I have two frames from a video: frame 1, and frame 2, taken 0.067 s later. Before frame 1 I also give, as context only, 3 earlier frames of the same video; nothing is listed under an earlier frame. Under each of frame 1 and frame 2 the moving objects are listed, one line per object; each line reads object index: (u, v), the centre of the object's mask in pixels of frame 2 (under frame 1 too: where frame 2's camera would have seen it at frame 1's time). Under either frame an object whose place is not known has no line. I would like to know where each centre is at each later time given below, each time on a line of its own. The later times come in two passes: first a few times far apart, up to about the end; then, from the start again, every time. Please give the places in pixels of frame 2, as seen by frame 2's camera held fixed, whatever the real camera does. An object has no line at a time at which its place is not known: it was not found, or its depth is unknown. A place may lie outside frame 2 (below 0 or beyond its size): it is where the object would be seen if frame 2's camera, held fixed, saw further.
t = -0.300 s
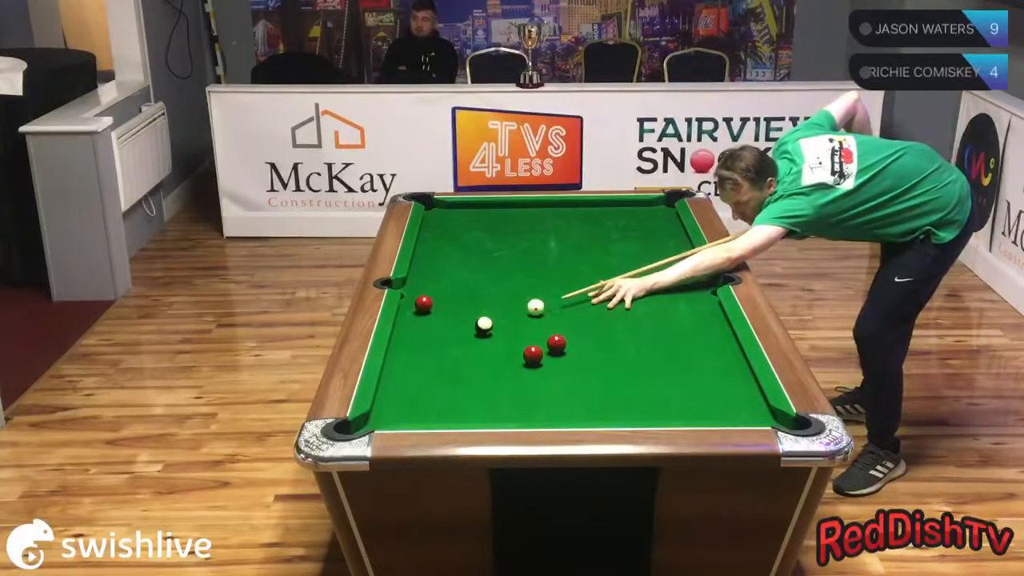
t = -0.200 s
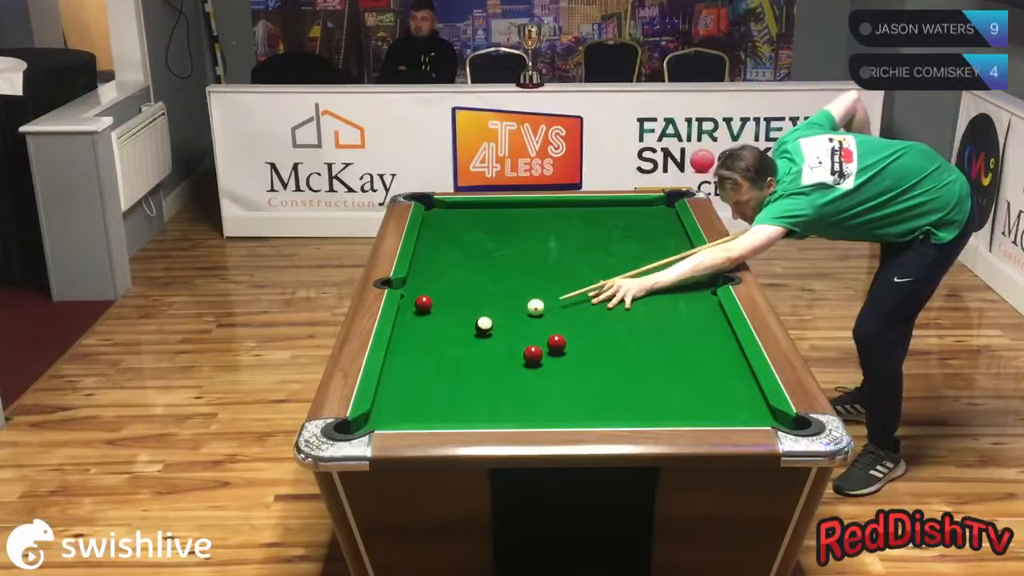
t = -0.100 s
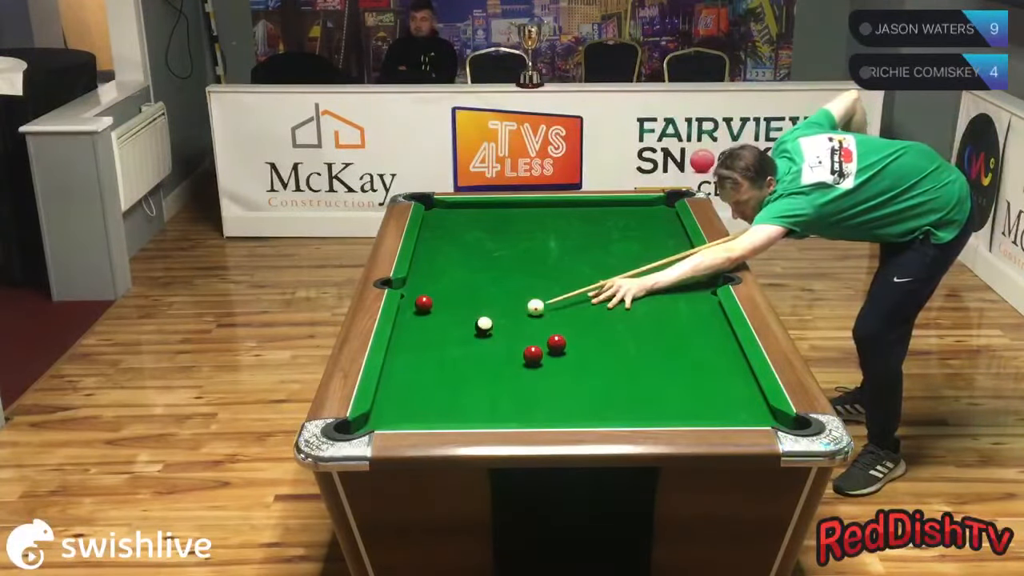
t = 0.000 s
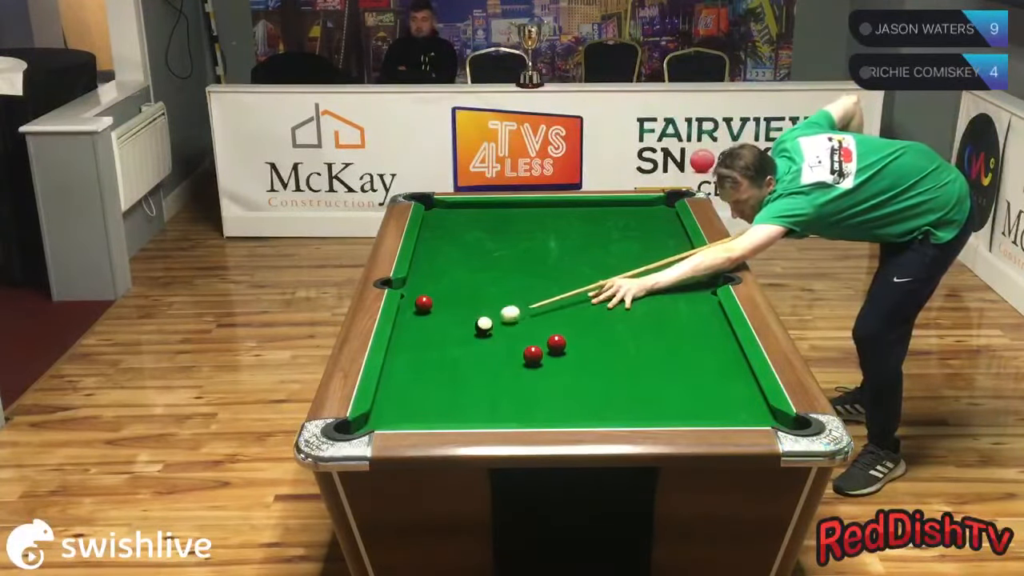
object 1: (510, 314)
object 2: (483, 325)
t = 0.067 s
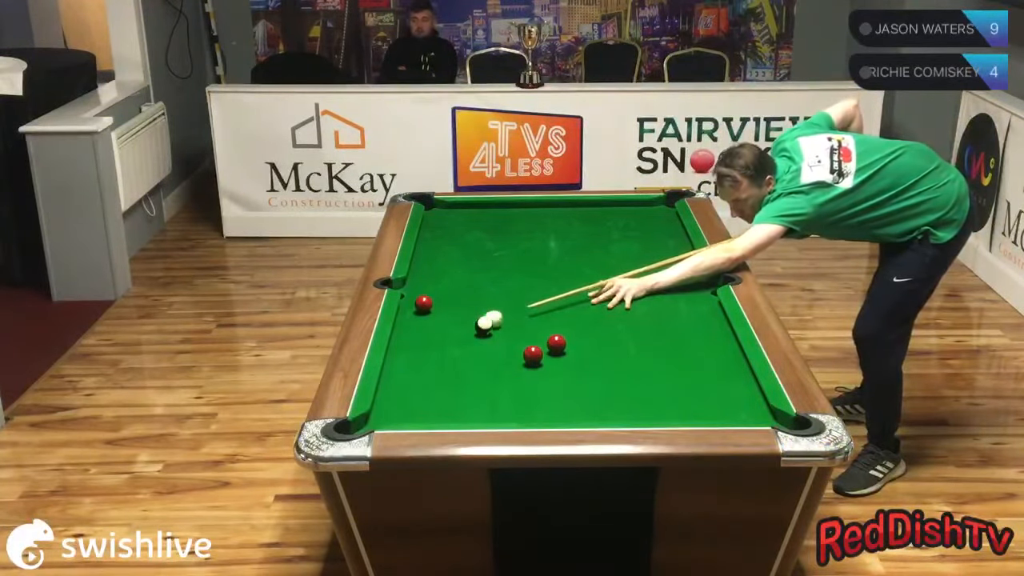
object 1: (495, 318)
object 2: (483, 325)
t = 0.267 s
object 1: (457, 318)
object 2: (472, 337)
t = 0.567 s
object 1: (406, 318)
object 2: (455, 353)
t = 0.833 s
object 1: (429, 317)
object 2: (441, 368)
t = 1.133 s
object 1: (458, 315)
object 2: (426, 385)
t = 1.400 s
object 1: (480, 314)
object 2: (412, 397)
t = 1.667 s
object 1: (501, 313)
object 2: (398, 412)
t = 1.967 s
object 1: (521, 312)
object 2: (384, 421)
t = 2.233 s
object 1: (537, 310)
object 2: (363, 424)
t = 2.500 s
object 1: (551, 310)
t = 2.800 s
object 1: (563, 309)
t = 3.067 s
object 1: (572, 308)
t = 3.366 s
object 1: (579, 308)
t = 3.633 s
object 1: (582, 308)
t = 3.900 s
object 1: (583, 307)
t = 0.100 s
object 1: (488, 317)
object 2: (481, 328)
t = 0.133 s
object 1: (481, 316)
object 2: (479, 330)
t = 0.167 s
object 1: (474, 317)
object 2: (477, 332)
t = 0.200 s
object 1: (468, 318)
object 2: (476, 334)
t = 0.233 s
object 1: (462, 318)
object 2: (475, 336)
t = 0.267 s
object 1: (457, 318)
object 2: (472, 337)
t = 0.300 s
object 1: (451, 319)
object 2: (470, 338)
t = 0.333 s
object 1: (445, 319)
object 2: (468, 340)
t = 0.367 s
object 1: (440, 319)
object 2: (466, 343)
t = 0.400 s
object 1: (434, 319)
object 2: (465, 345)
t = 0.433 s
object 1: (428, 319)
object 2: (464, 346)
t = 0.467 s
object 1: (423, 319)
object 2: (462, 348)
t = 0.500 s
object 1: (417, 319)
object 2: (460, 350)
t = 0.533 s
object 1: (412, 318)
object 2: (458, 351)
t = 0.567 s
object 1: (406, 318)
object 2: (455, 353)
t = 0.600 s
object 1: (404, 318)
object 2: (454, 356)
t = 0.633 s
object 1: (408, 318)
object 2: (452, 358)
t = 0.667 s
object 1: (412, 318)
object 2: (451, 359)
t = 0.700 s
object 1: (415, 318)
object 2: (448, 360)
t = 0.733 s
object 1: (419, 318)
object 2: (446, 362)
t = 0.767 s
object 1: (422, 317)
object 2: (445, 364)
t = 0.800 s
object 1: (426, 317)
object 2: (443, 366)
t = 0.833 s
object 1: (429, 317)
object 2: (441, 368)
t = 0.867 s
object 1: (433, 317)
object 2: (440, 370)
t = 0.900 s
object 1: (436, 316)
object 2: (438, 372)
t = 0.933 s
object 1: (439, 316)
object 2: (436, 374)
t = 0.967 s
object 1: (442, 316)
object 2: (434, 376)
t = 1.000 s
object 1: (445, 316)
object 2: (432, 377)
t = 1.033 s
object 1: (448, 316)
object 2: (430, 379)
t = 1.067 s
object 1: (451, 316)
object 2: (429, 381)
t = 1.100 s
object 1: (454, 316)
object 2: (427, 383)
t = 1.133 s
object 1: (458, 315)
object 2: (426, 385)
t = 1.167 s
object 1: (461, 315)
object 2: (424, 387)
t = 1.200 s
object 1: (463, 315)
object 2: (422, 387)
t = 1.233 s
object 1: (466, 315)
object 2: (420, 389)
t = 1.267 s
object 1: (469, 314)
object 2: (418, 391)
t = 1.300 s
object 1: (472, 314)
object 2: (416, 393)
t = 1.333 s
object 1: (475, 314)
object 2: (415, 395)
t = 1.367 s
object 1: (478, 314)
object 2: (413, 397)
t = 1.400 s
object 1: (480, 314)
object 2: (412, 397)
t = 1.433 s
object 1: (483, 314)
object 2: (410, 400)
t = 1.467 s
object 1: (486, 314)
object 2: (408, 401)
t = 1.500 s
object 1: (488, 313)
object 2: (406, 403)
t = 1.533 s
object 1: (491, 313)
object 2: (405, 404)
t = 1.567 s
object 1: (493, 313)
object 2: (403, 406)
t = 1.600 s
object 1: (496, 313)
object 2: (401, 409)
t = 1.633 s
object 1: (499, 313)
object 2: (400, 411)
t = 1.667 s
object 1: (501, 313)
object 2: (398, 412)
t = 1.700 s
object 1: (503, 313)
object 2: (396, 413)
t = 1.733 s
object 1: (505, 313)
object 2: (394, 413)
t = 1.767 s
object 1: (508, 312)
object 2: (393, 414)
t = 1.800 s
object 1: (510, 312)
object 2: (391, 415)
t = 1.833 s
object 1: (512, 312)
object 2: (390, 417)
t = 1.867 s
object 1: (515, 312)
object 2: (388, 418)
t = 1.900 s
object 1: (517, 312)
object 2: (386, 419)
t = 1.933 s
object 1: (519, 312)
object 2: (384, 420)
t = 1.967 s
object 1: (521, 312)
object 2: (384, 421)
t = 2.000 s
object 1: (523, 311)
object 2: (381, 421)
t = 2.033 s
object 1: (525, 311)
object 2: (378, 422)
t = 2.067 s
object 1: (527, 311)
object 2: (376, 422)
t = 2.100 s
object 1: (529, 311)
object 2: (374, 422)
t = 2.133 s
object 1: (531, 311)
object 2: (371, 422)
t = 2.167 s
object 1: (533, 311)
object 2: (369, 423)
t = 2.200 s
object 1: (535, 311)
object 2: (366, 423)
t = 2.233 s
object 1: (537, 310)
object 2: (363, 424)
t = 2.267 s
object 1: (539, 310)
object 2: (360, 427)
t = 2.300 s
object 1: (540, 310)
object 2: (359, 430)
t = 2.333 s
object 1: (542, 310)
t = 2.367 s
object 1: (544, 310)
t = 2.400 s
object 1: (546, 310)
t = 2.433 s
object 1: (547, 310)
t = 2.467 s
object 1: (549, 310)
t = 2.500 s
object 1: (551, 310)
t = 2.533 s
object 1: (552, 310)
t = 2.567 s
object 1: (553, 310)
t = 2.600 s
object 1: (555, 310)
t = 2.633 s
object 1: (556, 310)
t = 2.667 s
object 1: (557, 310)
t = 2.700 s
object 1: (559, 309)
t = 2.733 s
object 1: (560, 309)
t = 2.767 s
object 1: (561, 309)
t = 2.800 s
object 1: (563, 309)
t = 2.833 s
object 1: (564, 309)
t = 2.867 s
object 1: (565, 309)
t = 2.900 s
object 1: (566, 309)
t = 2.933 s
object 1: (567, 309)
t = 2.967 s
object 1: (568, 309)
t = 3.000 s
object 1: (570, 309)
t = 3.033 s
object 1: (571, 309)
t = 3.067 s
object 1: (572, 308)
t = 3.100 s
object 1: (573, 309)
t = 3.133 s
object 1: (574, 309)
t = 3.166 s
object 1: (575, 308)
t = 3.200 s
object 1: (575, 308)
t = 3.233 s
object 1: (576, 308)
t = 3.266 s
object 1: (577, 308)
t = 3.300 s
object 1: (577, 308)
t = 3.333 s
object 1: (578, 308)
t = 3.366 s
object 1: (579, 308)
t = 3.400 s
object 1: (579, 308)
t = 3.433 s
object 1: (580, 308)
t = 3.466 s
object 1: (580, 308)
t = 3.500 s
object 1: (581, 308)
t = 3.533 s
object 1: (581, 308)
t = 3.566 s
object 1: (582, 308)
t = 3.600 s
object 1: (582, 308)
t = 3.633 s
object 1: (582, 308)
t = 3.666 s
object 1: (583, 308)
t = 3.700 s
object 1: (583, 307)
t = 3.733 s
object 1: (583, 307)
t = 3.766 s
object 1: (583, 307)
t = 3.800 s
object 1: (583, 307)
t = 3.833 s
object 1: (583, 307)
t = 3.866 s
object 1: (583, 307)
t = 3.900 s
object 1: (583, 307)
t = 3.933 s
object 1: (583, 307)
